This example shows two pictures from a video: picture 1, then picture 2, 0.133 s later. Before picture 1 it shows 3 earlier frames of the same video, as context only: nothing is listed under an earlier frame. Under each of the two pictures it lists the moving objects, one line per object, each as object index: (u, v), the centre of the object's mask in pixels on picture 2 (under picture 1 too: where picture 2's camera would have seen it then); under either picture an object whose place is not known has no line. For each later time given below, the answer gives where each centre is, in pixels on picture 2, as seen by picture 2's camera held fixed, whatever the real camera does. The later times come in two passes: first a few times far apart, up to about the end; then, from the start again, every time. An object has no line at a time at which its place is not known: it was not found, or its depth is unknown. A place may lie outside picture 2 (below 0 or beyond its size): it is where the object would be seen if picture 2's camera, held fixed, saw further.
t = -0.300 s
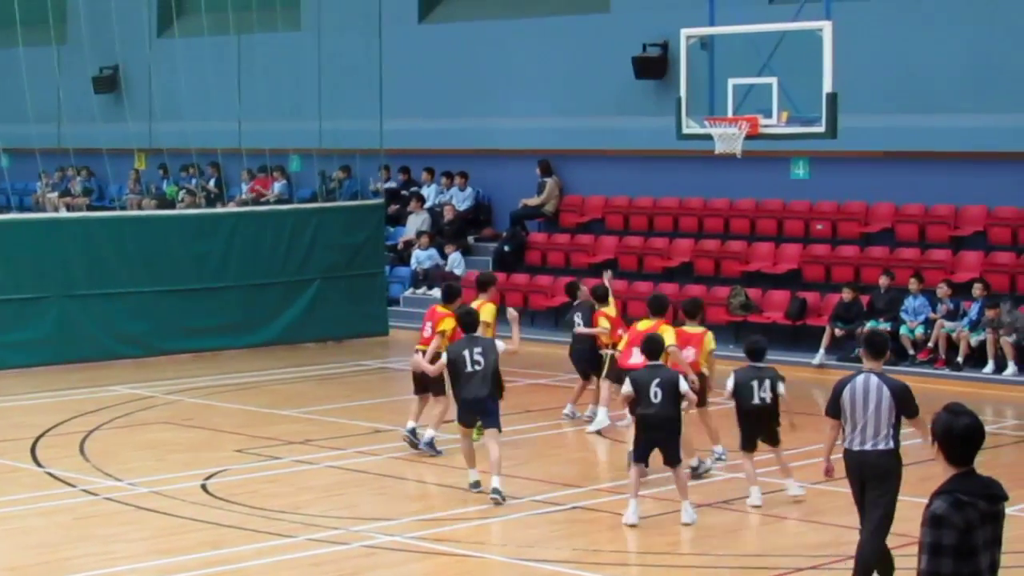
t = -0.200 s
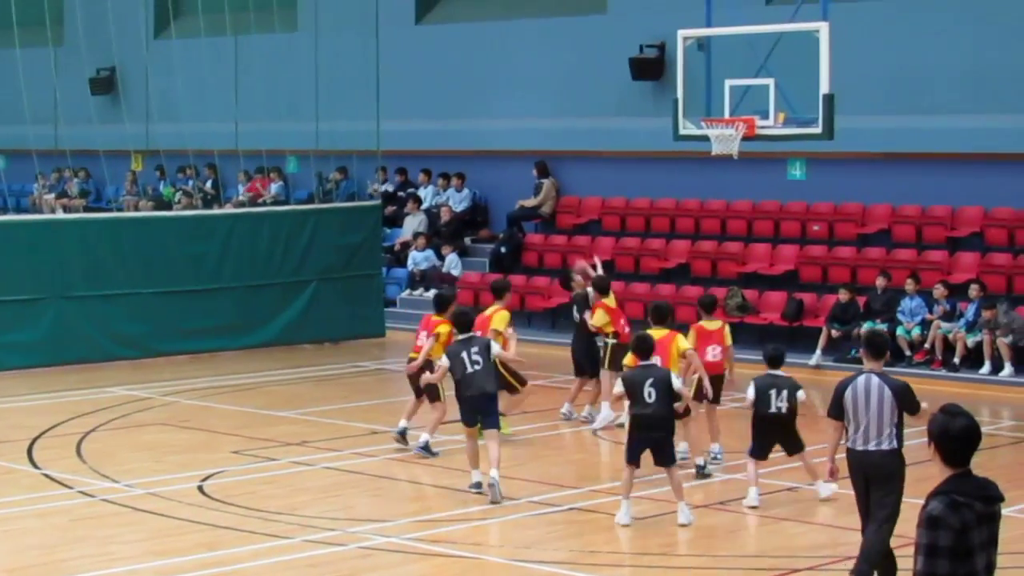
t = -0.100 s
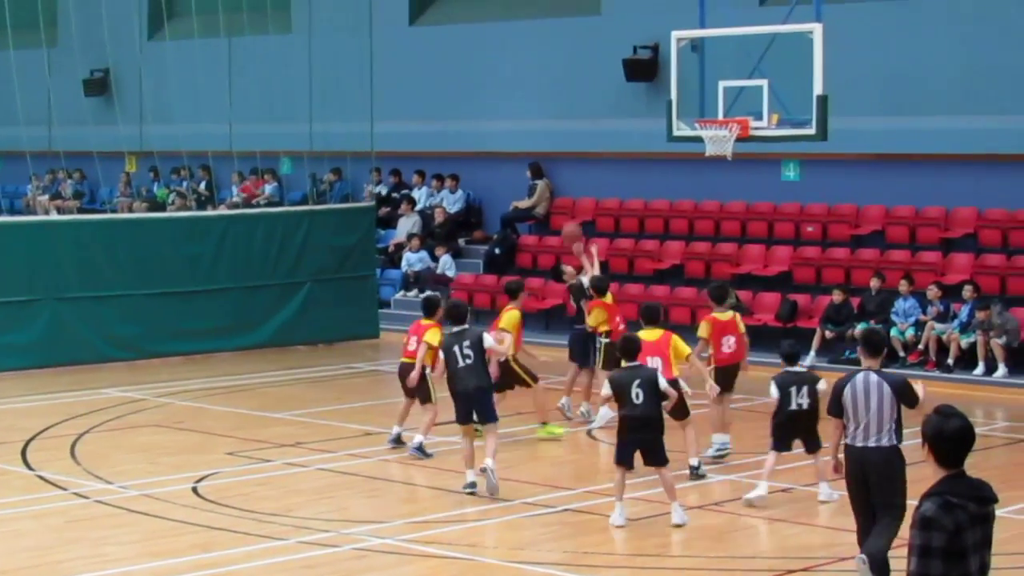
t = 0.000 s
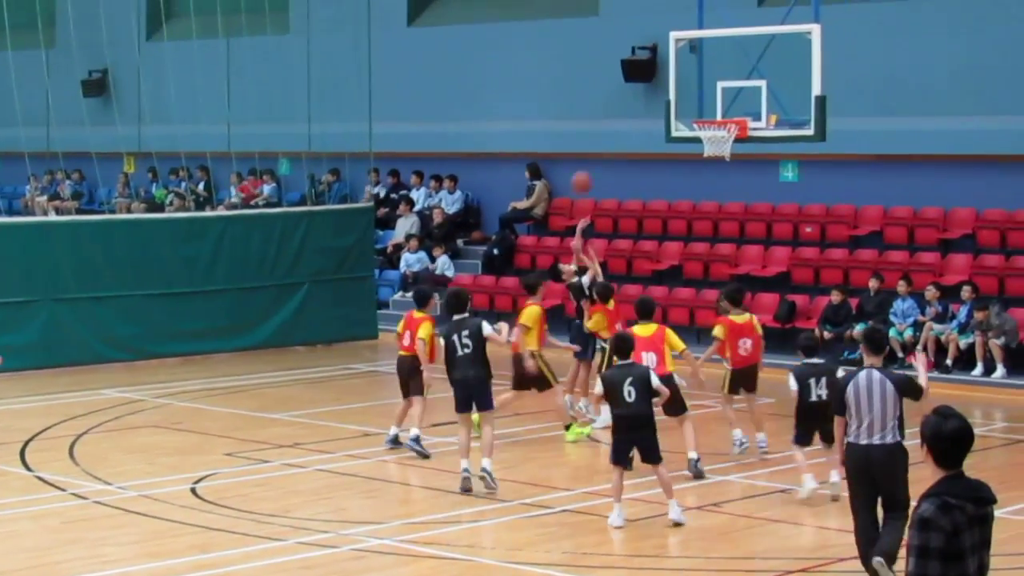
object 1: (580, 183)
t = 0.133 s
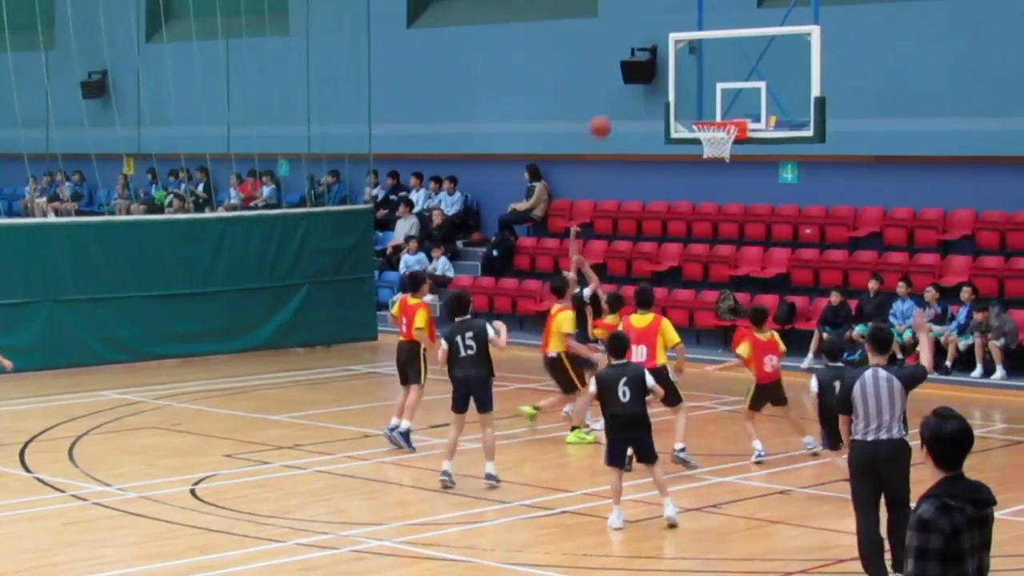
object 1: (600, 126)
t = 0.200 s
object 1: (610, 104)
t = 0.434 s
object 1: (643, 61)
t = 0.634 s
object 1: (674, 63)
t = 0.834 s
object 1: (704, 105)
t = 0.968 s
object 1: (721, 158)
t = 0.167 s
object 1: (605, 115)
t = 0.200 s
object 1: (610, 104)
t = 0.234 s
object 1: (614, 95)
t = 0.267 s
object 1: (619, 87)
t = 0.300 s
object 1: (624, 80)
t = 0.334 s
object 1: (629, 73)
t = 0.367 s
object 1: (633, 68)
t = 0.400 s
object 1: (639, 64)
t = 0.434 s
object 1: (643, 61)
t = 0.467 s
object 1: (649, 58)
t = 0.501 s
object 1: (654, 57)
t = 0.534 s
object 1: (658, 57)
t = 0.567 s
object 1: (664, 58)
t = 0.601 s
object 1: (669, 60)
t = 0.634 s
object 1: (674, 63)
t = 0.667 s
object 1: (679, 67)
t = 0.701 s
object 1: (685, 72)
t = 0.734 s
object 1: (689, 79)
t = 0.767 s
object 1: (694, 87)
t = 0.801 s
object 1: (699, 96)
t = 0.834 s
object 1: (704, 105)
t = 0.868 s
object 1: (708, 114)
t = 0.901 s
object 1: (714, 129)
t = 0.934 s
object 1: (717, 132)
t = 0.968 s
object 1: (721, 158)
